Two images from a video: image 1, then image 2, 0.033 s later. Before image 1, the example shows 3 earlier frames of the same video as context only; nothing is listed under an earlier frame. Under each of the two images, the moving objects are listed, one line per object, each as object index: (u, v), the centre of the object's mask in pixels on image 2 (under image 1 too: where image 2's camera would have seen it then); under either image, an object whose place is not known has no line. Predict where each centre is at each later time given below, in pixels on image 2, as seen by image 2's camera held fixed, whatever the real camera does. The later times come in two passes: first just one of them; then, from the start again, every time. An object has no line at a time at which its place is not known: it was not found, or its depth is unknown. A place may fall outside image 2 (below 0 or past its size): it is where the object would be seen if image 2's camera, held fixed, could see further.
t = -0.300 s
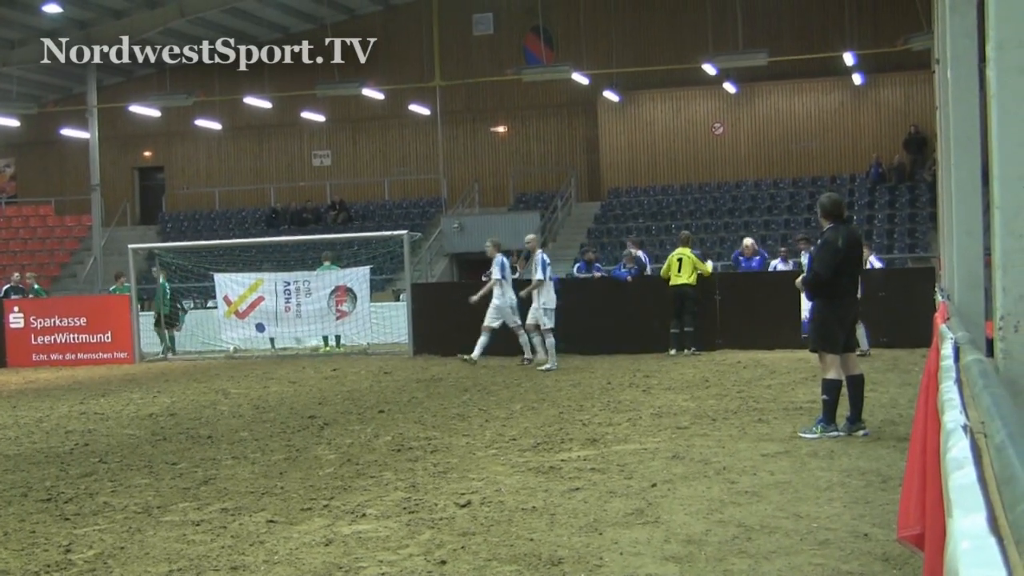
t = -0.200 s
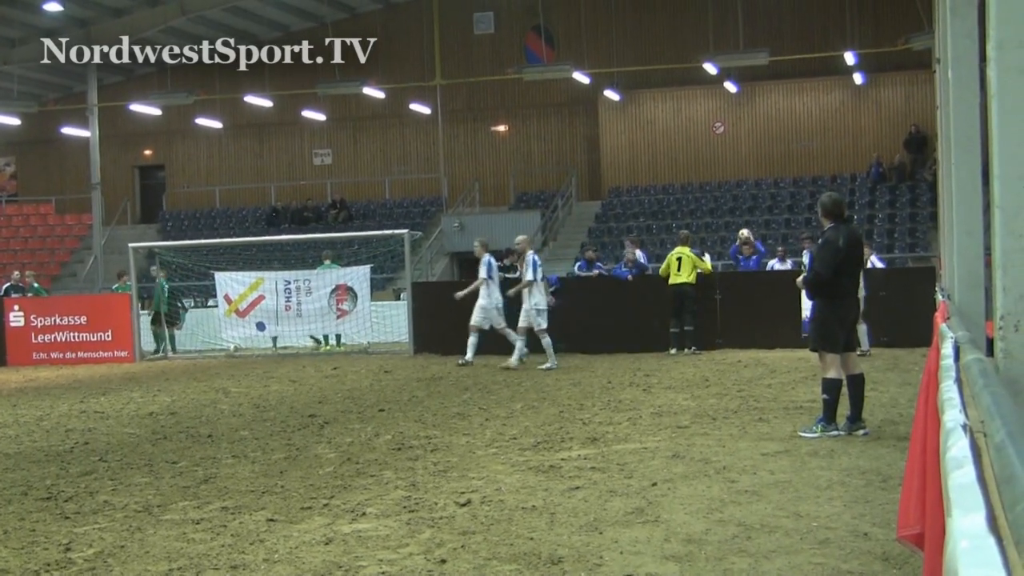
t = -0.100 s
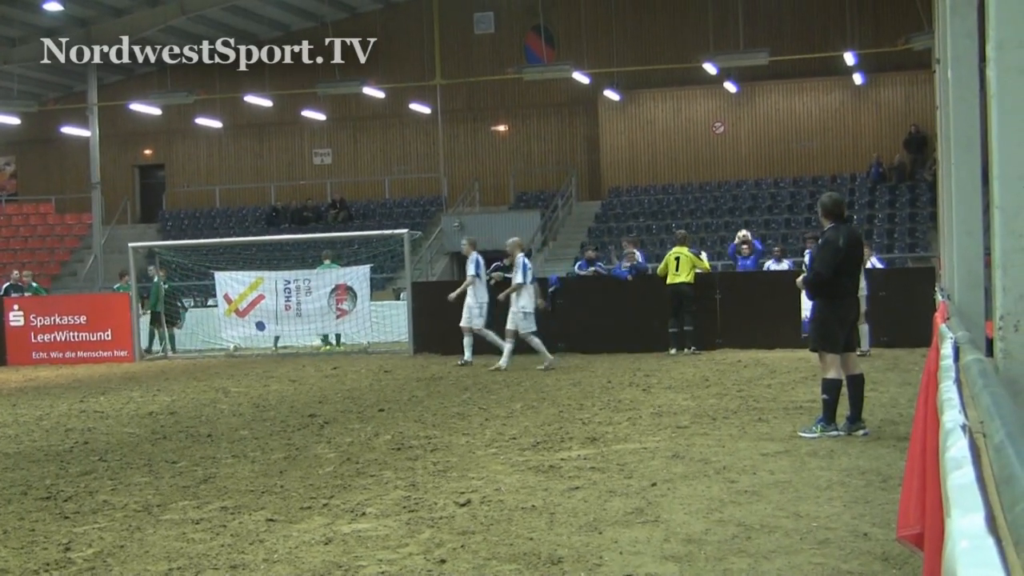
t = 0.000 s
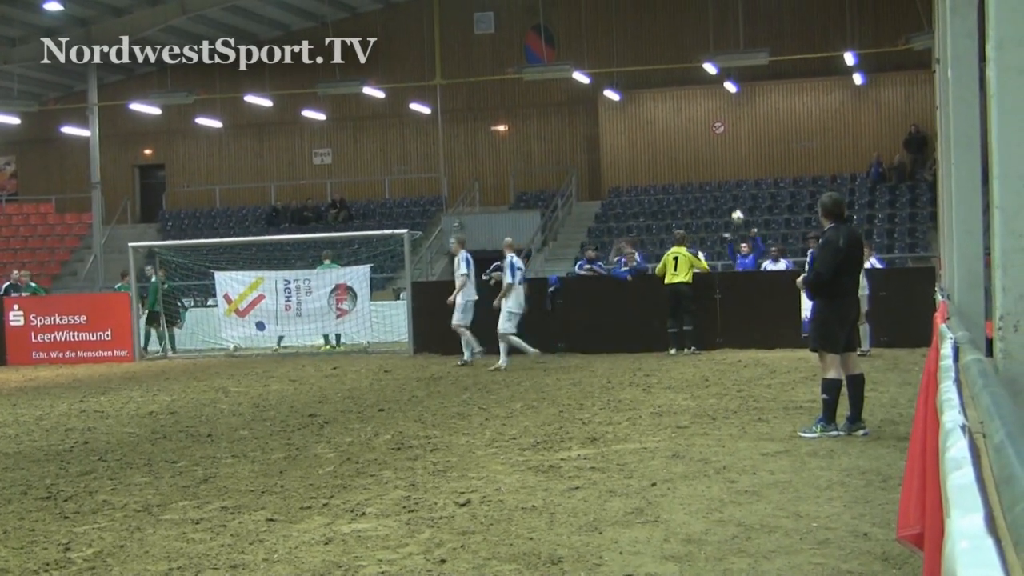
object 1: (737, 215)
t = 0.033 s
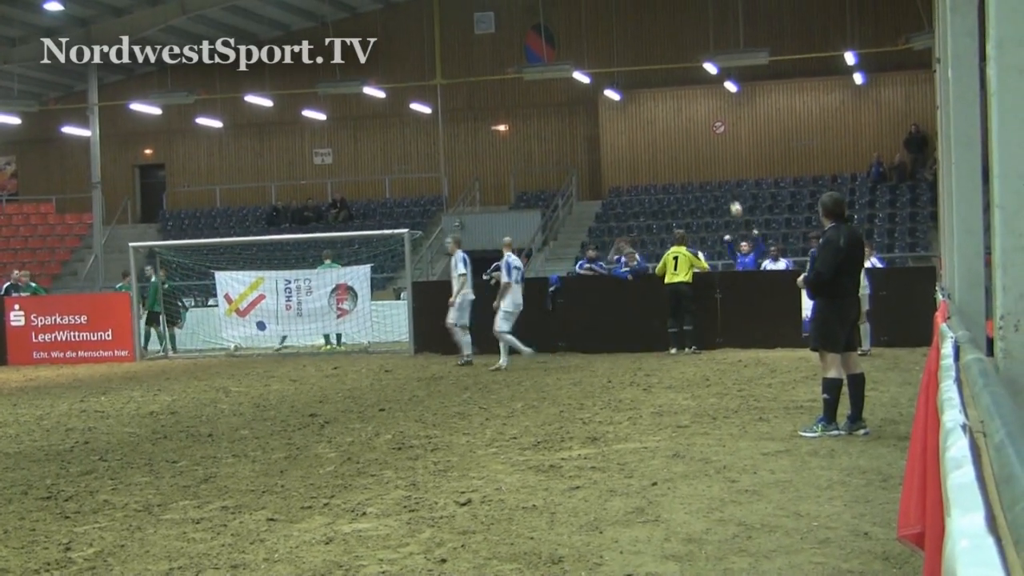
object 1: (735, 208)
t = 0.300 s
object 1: (720, 178)
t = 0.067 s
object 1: (732, 200)
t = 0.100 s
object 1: (731, 197)
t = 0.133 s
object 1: (729, 192)
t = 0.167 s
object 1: (727, 188)
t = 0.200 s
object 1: (725, 185)
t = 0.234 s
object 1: (723, 182)
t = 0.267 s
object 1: (722, 180)
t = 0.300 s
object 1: (720, 178)
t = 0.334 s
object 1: (718, 177)
